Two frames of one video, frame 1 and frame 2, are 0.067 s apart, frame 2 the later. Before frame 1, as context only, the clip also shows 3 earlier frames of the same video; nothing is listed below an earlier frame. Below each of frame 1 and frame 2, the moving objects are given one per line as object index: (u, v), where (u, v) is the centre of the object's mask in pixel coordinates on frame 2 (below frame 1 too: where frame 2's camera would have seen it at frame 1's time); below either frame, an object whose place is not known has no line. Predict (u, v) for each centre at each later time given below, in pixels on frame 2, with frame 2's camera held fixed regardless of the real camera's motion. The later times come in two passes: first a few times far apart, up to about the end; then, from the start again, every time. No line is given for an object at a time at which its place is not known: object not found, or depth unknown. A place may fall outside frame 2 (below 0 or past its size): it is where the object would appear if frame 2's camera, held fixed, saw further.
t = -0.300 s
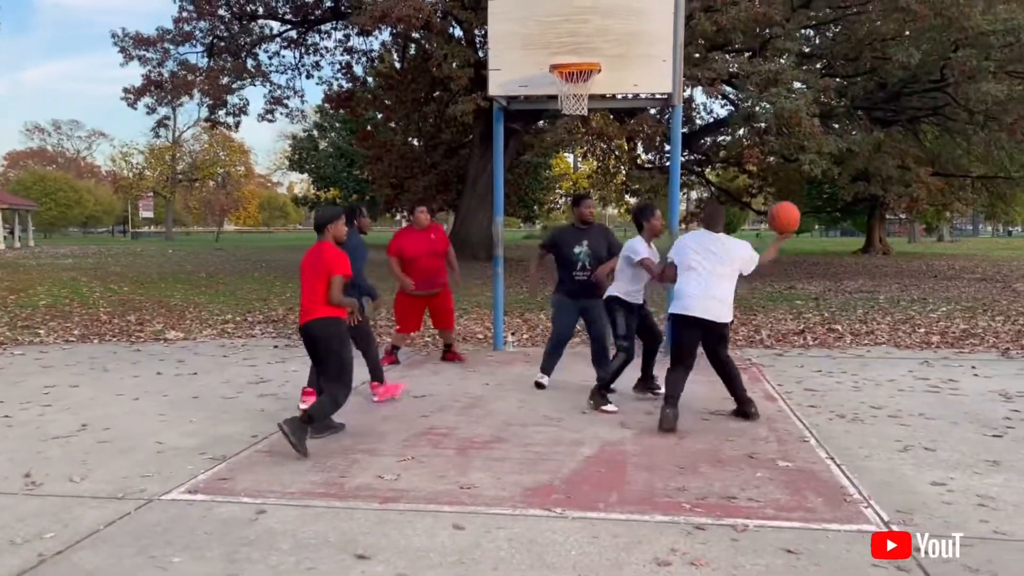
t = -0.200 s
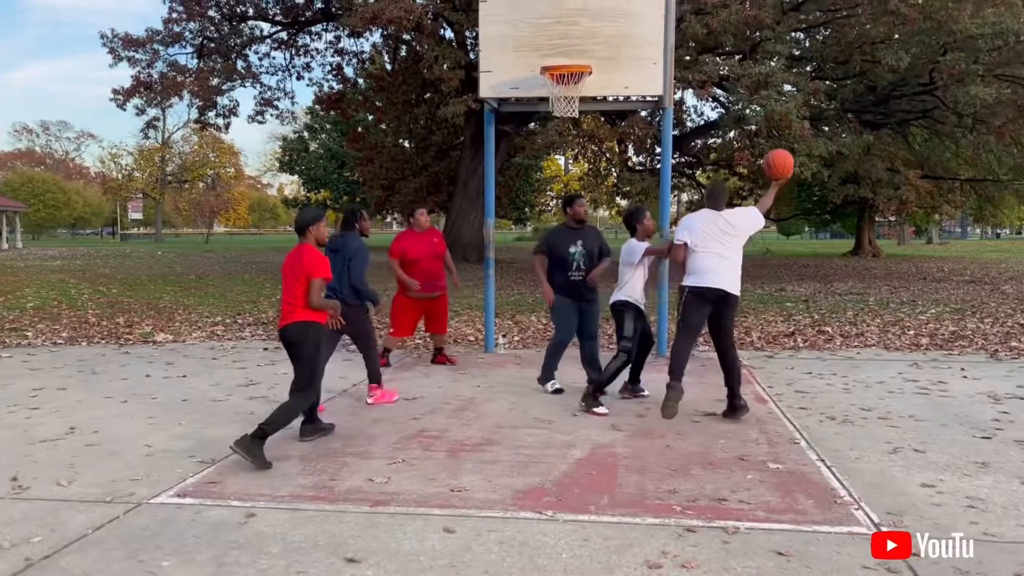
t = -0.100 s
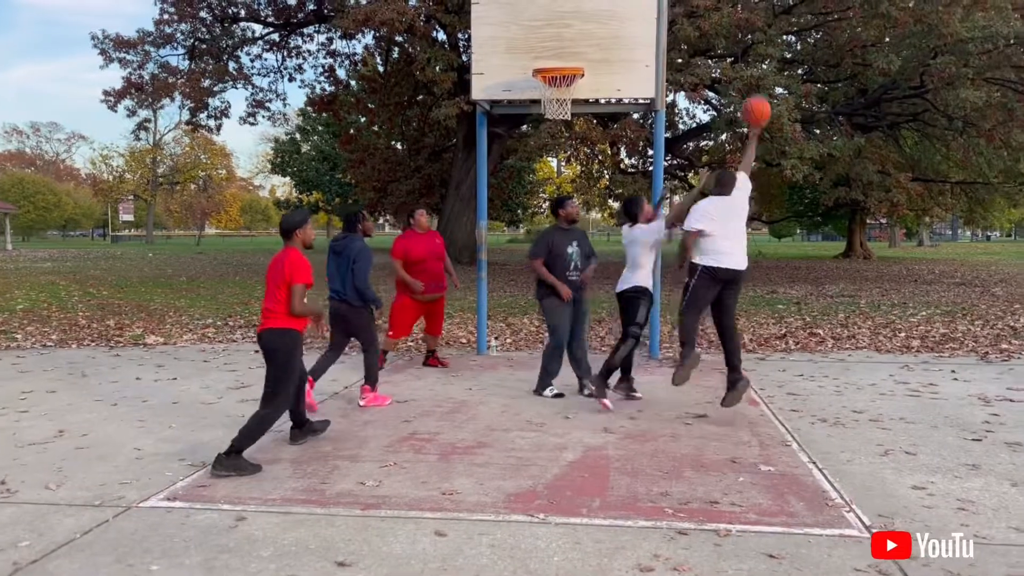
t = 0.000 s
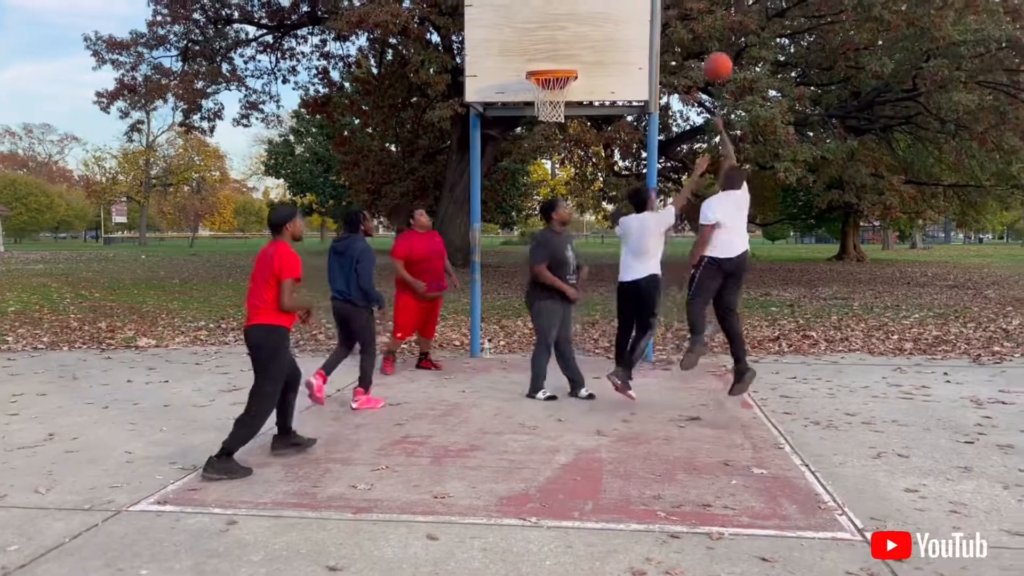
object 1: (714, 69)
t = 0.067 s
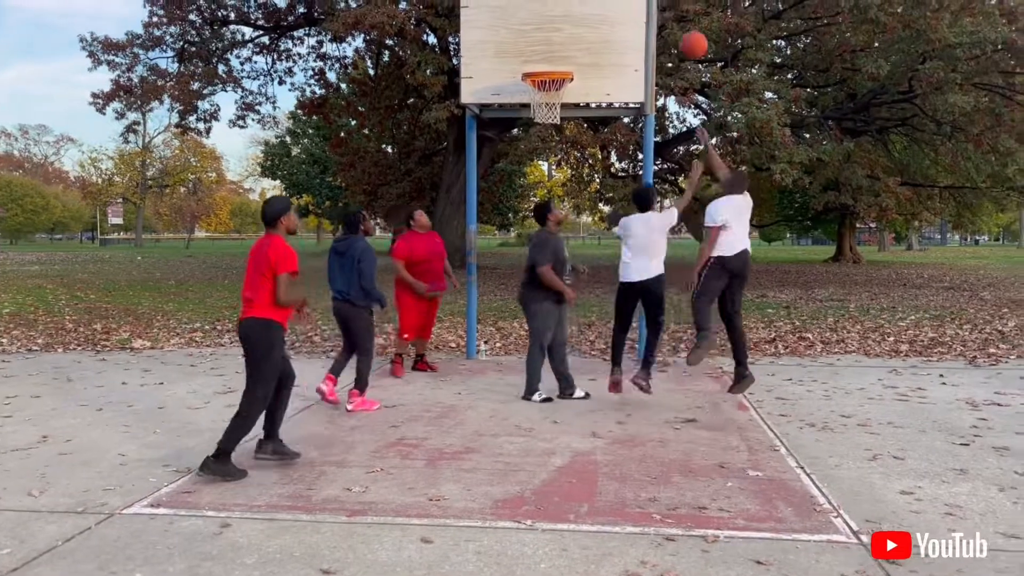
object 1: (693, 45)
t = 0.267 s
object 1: (635, 10)
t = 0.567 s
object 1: (562, 40)
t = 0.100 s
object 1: (684, 36)
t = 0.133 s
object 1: (673, 28)
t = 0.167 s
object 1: (664, 21)
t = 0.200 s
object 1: (654, 17)
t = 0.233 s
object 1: (645, 13)
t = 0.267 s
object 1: (635, 10)
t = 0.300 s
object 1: (626, 9)
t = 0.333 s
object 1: (618, 9)
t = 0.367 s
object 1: (609, 10)
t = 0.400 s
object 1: (601, 13)
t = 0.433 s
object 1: (592, 16)
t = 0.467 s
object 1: (584, 21)
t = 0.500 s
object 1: (576, 26)
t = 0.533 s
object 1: (569, 33)
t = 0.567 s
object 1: (562, 40)
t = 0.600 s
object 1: (557, 43)
